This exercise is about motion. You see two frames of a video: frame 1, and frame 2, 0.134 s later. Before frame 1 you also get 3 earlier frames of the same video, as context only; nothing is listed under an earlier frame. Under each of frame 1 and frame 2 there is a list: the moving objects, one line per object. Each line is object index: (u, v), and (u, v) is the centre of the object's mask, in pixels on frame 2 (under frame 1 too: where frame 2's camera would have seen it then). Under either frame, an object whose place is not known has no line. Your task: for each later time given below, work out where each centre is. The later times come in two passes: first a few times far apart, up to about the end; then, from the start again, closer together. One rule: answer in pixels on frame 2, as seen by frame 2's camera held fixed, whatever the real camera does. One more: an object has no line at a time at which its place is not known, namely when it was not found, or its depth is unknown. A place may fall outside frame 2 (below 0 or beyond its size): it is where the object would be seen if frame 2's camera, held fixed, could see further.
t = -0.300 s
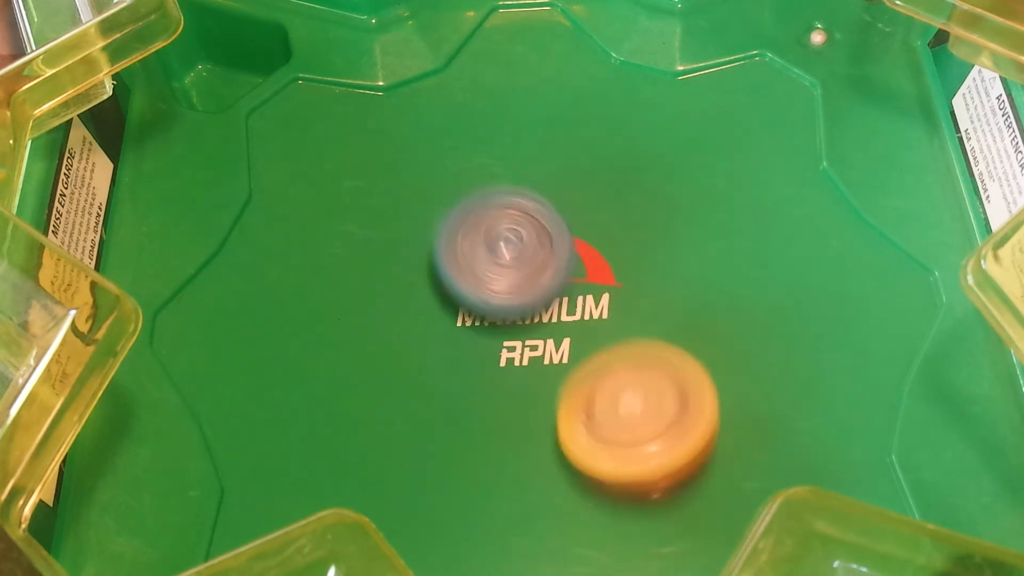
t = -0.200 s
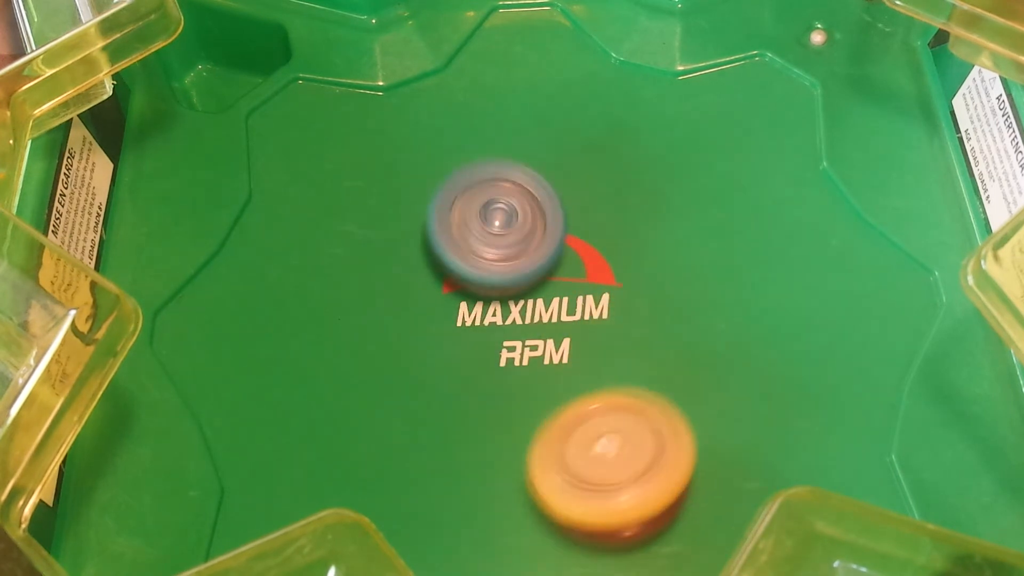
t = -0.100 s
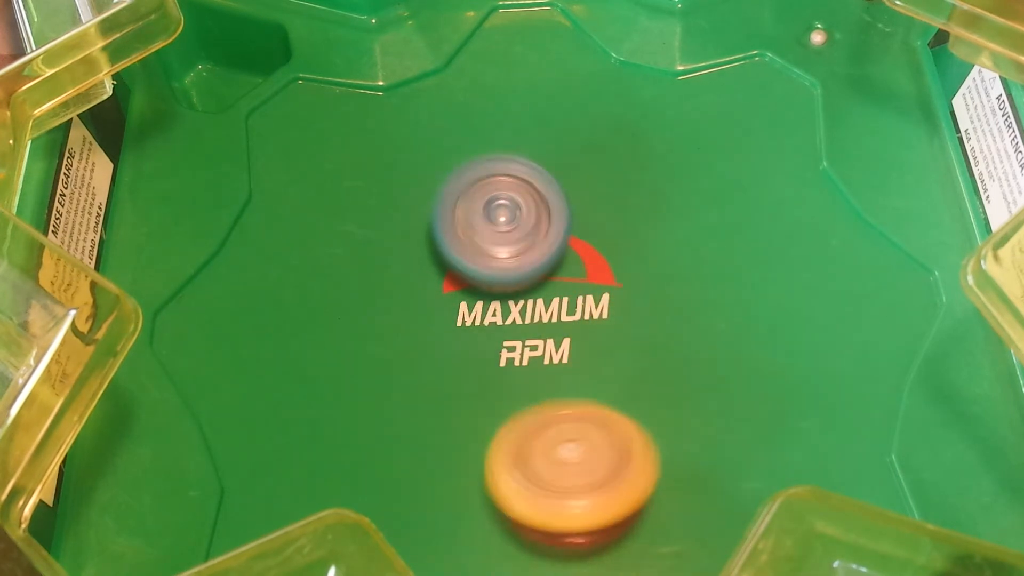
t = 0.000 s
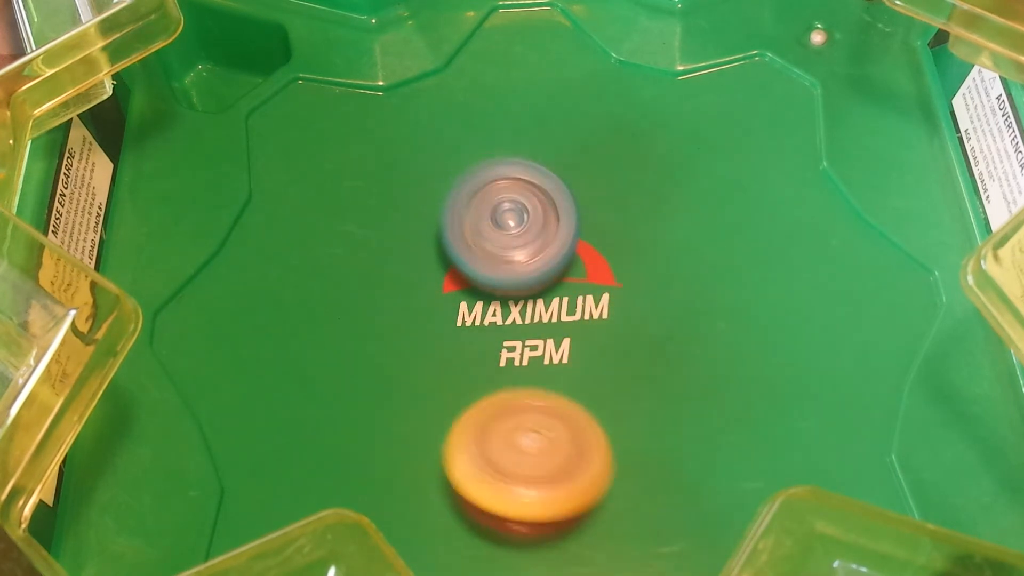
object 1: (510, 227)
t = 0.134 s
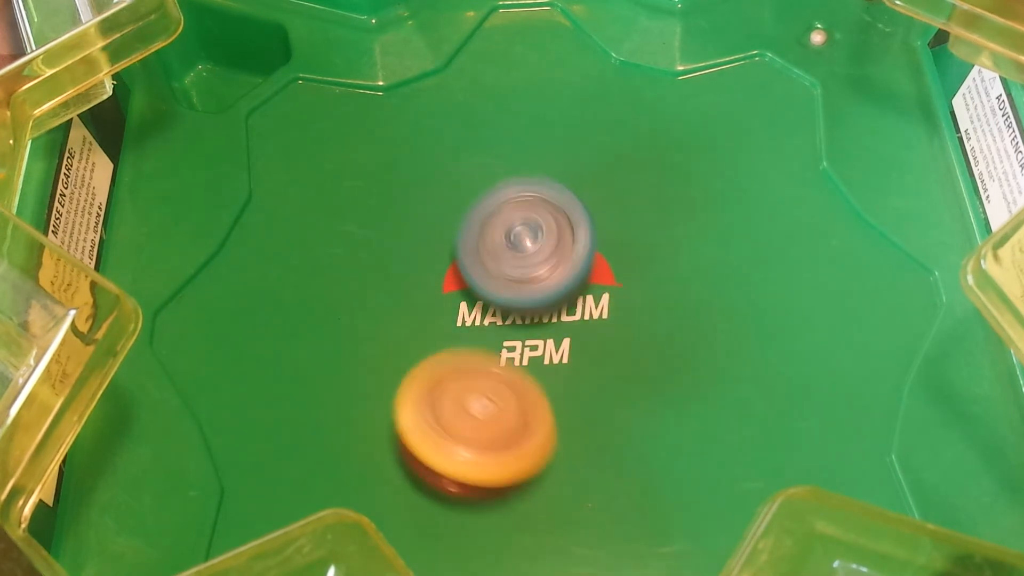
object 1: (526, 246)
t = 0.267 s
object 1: (560, 265)
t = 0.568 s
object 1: (627, 296)
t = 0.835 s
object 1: (599, 372)
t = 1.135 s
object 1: (500, 384)
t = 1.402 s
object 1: (459, 324)
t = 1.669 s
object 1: (503, 263)
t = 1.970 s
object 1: (590, 272)
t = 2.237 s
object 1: (602, 340)
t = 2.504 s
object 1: (539, 464)
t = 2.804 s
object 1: (458, 449)
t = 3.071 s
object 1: (382, 310)
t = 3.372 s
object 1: (493, 190)
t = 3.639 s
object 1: (634, 213)
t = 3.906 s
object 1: (646, 363)
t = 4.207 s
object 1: (475, 494)
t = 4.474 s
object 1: (422, 457)
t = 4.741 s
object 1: (479, 401)
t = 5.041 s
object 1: (540, 411)
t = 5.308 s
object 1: (517, 389)
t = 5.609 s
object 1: (495, 306)
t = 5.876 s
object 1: (532, 297)
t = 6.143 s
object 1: (517, 296)
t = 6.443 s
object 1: (517, 296)
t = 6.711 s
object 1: (517, 296)
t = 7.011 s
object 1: (517, 296)
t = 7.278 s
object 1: (517, 296)
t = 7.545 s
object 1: (517, 296)
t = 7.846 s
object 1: (517, 296)
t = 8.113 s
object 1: (517, 296)
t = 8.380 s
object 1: (517, 296)
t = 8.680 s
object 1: (517, 296)
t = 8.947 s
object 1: (517, 296)
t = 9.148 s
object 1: (517, 296)
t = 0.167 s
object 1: (530, 253)
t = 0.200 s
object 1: (532, 261)
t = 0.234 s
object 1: (535, 268)
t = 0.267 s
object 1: (560, 265)
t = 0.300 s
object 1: (584, 259)
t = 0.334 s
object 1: (598, 259)
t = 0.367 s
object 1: (605, 264)
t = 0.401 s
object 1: (610, 268)
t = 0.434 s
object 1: (615, 271)
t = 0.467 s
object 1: (620, 276)
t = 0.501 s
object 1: (624, 283)
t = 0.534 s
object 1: (626, 289)
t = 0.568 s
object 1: (627, 296)
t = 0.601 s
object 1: (626, 303)
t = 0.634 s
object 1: (625, 313)
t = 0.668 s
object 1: (621, 319)
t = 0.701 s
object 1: (618, 328)
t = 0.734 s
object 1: (612, 334)
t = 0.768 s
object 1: (607, 345)
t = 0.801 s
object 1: (606, 362)
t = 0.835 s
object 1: (599, 372)
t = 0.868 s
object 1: (589, 379)
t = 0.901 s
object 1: (578, 384)
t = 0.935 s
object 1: (569, 387)
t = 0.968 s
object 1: (557, 390)
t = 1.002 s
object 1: (545, 391)
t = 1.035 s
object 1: (533, 392)
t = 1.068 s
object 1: (522, 390)
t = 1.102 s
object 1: (511, 388)
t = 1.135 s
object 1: (500, 384)
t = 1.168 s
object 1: (491, 379)
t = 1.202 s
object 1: (482, 373)
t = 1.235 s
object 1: (474, 365)
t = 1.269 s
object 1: (469, 358)
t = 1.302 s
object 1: (465, 349)
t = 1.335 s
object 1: (461, 340)
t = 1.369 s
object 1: (459, 334)
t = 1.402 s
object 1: (459, 324)
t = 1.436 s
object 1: (460, 314)
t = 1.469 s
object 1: (463, 306)
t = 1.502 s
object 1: (467, 297)
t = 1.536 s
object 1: (470, 287)
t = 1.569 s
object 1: (479, 278)
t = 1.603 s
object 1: (486, 273)
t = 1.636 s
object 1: (493, 267)
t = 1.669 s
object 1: (503, 263)
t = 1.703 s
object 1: (512, 259)
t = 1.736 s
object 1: (521, 257)
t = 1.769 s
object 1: (530, 257)
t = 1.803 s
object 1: (543, 257)
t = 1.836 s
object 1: (556, 259)
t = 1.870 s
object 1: (567, 262)
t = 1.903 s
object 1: (576, 261)
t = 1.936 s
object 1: (584, 266)
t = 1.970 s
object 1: (590, 272)
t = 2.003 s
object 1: (595, 278)
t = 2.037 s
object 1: (602, 286)
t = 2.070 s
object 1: (607, 296)
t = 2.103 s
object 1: (610, 305)
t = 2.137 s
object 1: (609, 312)
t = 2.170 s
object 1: (609, 325)
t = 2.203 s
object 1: (608, 334)
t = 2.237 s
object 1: (602, 340)
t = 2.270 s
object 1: (597, 348)
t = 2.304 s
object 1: (592, 361)
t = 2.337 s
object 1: (590, 385)
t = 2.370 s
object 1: (588, 406)
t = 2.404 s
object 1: (580, 423)
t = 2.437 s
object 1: (566, 440)
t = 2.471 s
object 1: (550, 456)
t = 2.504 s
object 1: (539, 464)
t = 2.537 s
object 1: (525, 472)
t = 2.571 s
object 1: (513, 478)
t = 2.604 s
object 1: (502, 480)
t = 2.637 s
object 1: (493, 480)
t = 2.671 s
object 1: (486, 476)
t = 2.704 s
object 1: (477, 472)
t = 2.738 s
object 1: (470, 465)
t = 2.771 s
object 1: (464, 457)
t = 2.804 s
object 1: (458, 449)
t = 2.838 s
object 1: (456, 440)
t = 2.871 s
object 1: (453, 426)
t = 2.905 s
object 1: (431, 408)
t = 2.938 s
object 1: (407, 386)
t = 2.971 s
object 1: (390, 370)
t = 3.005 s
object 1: (384, 351)
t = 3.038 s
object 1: (379, 333)
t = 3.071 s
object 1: (382, 310)
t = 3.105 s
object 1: (385, 288)
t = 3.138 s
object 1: (393, 269)
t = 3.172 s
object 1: (402, 253)
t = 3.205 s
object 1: (413, 239)
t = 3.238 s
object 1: (427, 227)
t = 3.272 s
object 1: (441, 216)
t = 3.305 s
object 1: (458, 205)
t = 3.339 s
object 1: (474, 197)
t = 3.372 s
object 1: (493, 190)
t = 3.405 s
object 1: (512, 185)
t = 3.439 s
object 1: (531, 184)
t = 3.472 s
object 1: (552, 177)
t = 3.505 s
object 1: (570, 177)
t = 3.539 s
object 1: (588, 180)
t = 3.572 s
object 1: (604, 189)
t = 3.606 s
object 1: (620, 197)
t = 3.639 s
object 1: (634, 213)
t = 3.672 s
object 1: (646, 228)
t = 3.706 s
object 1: (656, 245)
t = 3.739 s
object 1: (662, 263)
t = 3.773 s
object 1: (665, 282)
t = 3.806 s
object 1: (666, 304)
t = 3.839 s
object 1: (664, 327)
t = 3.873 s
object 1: (658, 349)
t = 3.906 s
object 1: (646, 363)
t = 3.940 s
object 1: (634, 379)
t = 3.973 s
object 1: (621, 390)
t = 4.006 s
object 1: (607, 419)
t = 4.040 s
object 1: (588, 444)
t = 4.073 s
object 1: (566, 463)
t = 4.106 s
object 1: (542, 473)
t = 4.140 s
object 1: (518, 482)
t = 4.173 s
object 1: (496, 489)
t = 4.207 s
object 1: (475, 494)
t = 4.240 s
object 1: (456, 496)
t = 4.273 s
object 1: (439, 491)
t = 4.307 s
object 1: (430, 488)
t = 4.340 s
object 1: (425, 481)
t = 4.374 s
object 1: (421, 478)
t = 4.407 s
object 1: (419, 474)
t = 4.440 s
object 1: (420, 466)
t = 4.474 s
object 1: (422, 457)
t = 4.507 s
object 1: (423, 447)
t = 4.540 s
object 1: (429, 437)
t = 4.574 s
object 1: (435, 426)
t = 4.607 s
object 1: (436, 419)
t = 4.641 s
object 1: (442, 414)
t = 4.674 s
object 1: (453, 408)
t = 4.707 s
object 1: (468, 403)
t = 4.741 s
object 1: (479, 401)
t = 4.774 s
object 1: (488, 400)
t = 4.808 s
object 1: (498, 395)
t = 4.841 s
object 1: (512, 394)
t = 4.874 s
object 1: (517, 396)
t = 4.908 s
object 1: (527, 396)
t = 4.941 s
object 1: (532, 402)
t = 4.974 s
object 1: (535, 408)
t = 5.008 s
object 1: (536, 408)
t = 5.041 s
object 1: (540, 411)
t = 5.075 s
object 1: (543, 411)
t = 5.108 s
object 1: (542, 413)
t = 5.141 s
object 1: (543, 407)
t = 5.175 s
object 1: (541, 408)
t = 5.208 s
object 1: (536, 404)
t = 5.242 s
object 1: (528, 403)
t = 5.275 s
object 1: (526, 394)
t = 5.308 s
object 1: (517, 389)
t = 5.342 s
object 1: (509, 381)
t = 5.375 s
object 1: (500, 374)
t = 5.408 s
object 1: (499, 361)
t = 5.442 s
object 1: (496, 354)
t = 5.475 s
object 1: (492, 341)
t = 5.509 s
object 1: (489, 333)
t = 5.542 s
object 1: (488, 321)
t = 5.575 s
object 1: (492, 310)
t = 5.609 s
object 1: (495, 306)
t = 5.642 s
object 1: (502, 303)
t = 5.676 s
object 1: (510, 298)
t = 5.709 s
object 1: (513, 298)
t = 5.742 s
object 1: (517, 298)
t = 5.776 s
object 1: (522, 297)
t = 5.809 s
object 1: (527, 297)
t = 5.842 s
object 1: (530, 295)
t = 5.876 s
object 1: (532, 297)
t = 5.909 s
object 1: (529, 299)
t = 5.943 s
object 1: (524, 299)
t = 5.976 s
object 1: (520, 299)
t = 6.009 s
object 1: (518, 297)
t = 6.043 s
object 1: (517, 296)
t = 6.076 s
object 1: (517, 295)
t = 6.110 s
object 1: (517, 296)
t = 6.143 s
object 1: (517, 296)
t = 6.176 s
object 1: (517, 296)
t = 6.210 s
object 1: (517, 296)
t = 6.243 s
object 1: (517, 296)
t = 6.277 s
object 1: (517, 296)
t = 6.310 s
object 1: (517, 296)
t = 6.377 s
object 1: (517, 296)
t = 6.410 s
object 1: (517, 296)
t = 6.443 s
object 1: (517, 296)
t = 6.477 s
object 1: (517, 296)
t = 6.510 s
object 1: (517, 296)
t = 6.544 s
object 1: (517, 296)
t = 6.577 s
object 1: (517, 296)
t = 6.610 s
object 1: (517, 296)
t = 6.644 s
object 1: (517, 296)
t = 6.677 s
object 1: (517, 296)
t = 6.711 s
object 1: (517, 296)
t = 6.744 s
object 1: (517, 296)
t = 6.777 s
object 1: (517, 296)
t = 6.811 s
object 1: (517, 296)
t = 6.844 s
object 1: (517, 296)
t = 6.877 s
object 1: (517, 296)
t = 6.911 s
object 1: (517, 296)
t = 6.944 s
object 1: (517, 296)
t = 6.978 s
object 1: (517, 296)
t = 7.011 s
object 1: (517, 296)
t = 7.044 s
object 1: (517, 296)
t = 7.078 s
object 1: (517, 296)
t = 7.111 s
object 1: (517, 296)
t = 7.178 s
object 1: (517, 296)
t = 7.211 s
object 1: (517, 296)
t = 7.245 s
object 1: (517, 296)
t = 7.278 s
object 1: (517, 296)
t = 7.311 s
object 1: (517, 296)
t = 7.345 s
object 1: (517, 296)
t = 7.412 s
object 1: (517, 296)
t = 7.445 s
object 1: (517, 296)
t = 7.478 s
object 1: (517, 296)
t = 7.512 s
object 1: (517, 296)
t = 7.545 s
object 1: (517, 296)
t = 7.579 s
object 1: (517, 296)
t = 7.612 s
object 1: (517, 296)
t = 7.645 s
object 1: (517, 296)
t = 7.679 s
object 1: (517, 296)
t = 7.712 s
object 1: (517, 296)
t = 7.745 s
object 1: (517, 296)
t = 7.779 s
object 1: (517, 296)
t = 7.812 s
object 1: (517, 296)
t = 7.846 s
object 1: (517, 296)
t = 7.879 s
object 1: (517, 296)
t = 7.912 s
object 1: (517, 296)
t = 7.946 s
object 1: (517, 296)
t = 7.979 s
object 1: (517, 296)
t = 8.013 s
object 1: (517, 296)
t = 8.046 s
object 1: (517, 296)
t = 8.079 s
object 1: (517, 296)
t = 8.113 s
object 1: (517, 296)
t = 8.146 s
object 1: (517, 296)
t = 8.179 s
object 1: (517, 296)
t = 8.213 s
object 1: (517, 296)
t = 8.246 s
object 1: (517, 296)
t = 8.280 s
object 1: (517, 296)
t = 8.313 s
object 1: (517, 296)
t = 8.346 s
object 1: (517, 296)
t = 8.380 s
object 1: (517, 296)
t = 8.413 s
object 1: (517, 296)
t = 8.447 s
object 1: (517, 296)
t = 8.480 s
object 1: (517, 296)
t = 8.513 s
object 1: (517, 296)
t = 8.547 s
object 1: (517, 296)
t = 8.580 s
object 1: (517, 296)
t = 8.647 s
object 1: (517, 296)
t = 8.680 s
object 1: (517, 296)
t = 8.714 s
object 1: (517, 296)
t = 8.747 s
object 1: (517, 296)
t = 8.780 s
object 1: (517, 296)
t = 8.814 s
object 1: (517, 296)
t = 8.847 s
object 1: (517, 296)
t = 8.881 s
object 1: (517, 296)
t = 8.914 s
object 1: (517, 296)
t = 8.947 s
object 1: (517, 296)
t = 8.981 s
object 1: (517, 296)
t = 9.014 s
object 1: (517, 296)
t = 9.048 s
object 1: (517, 296)
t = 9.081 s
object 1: (517, 296)
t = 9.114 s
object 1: (517, 296)
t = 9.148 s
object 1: (517, 296)
